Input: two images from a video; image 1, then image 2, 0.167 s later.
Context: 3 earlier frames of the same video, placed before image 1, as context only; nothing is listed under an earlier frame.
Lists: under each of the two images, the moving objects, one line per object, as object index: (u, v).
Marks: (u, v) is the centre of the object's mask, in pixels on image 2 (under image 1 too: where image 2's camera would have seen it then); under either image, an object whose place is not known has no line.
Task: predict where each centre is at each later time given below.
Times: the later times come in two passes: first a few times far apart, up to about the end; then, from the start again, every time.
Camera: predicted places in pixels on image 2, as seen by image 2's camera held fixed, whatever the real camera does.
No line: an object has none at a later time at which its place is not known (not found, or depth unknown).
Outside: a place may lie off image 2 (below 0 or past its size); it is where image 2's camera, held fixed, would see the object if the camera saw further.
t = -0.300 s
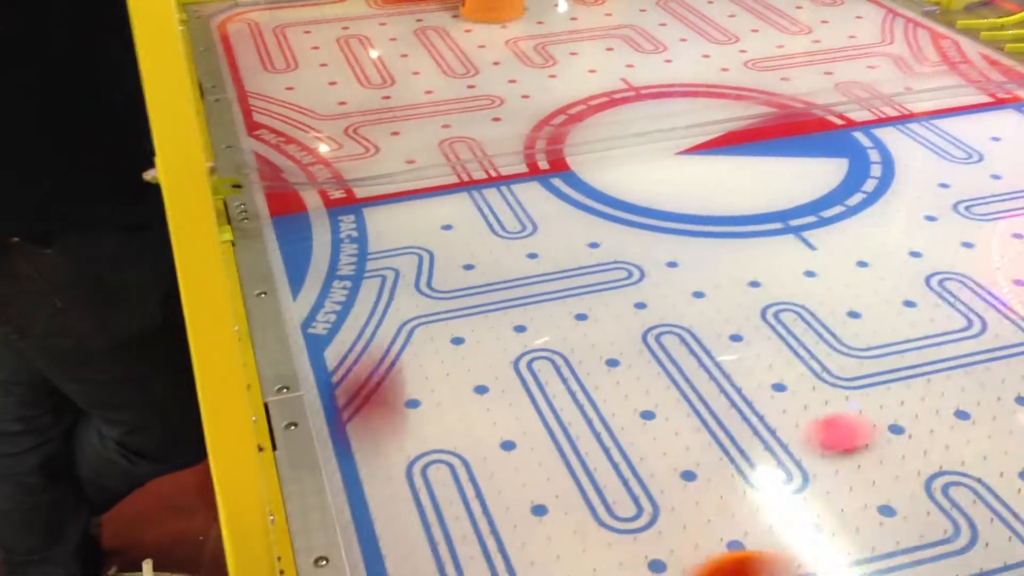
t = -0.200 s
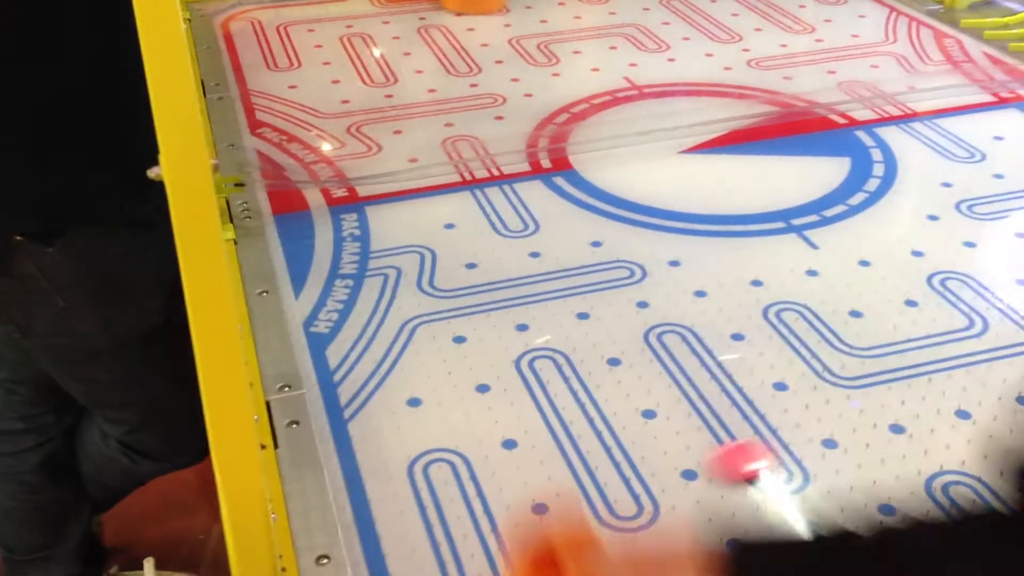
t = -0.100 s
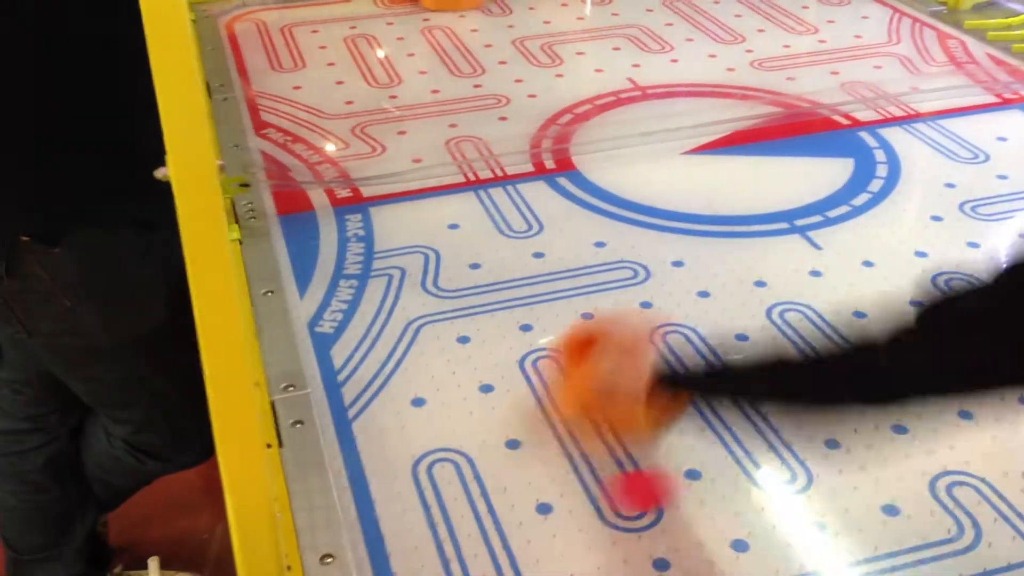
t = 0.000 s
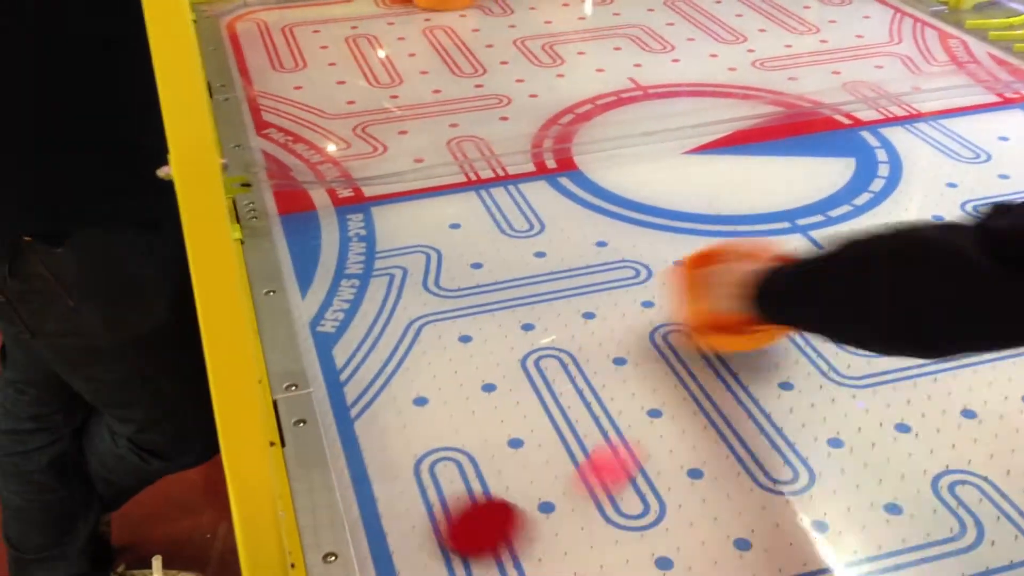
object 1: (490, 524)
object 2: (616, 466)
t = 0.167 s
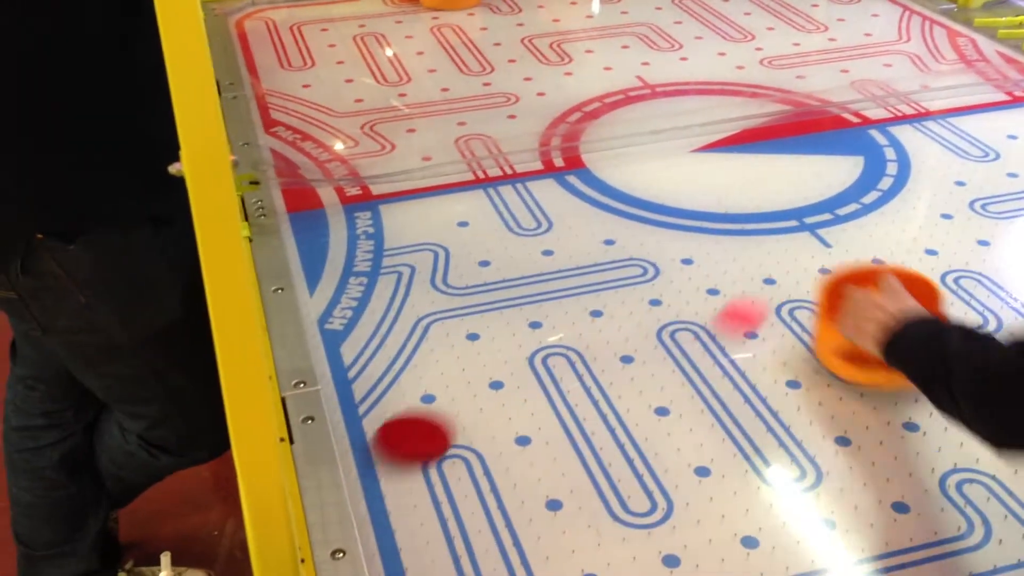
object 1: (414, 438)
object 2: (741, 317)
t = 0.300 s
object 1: (468, 372)
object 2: (817, 229)
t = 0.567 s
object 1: (553, 268)
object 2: (927, 106)
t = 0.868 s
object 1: (623, 181)
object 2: (897, 38)
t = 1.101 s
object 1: (665, 128)
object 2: (721, 27)
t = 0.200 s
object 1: (428, 421)
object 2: (762, 292)
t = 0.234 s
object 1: (443, 403)
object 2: (781, 270)
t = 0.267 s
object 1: (456, 387)
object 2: (799, 249)
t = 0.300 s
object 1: (468, 372)
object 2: (817, 229)
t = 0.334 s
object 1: (481, 358)
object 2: (835, 210)
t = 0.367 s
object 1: (492, 343)
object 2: (849, 192)
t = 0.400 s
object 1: (503, 330)
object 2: (864, 175)
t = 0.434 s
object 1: (514, 316)
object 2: (878, 160)
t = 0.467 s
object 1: (524, 304)
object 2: (890, 145)
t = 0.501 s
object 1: (534, 291)
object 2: (903, 132)
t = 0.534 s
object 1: (544, 279)
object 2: (916, 118)
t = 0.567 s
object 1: (553, 268)
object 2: (927, 106)
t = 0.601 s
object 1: (562, 257)
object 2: (937, 94)
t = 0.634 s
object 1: (571, 246)
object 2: (949, 79)
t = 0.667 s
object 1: (579, 236)
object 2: (958, 70)
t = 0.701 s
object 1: (587, 226)
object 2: (968, 59)
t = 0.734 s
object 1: (595, 216)
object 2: (980, 49)
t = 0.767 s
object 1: (603, 207)
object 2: (980, 42)
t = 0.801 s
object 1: (609, 198)
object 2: (950, 40)
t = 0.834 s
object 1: (616, 189)
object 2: (924, 39)
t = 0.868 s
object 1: (623, 181)
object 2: (897, 38)
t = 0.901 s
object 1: (629, 172)
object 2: (872, 36)
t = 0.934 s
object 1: (636, 164)
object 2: (845, 35)
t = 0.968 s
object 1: (642, 157)
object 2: (822, 33)
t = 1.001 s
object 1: (649, 150)
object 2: (795, 31)
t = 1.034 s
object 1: (654, 143)
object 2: (771, 31)
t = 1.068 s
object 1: (660, 135)
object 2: (748, 29)
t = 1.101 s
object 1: (665, 128)
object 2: (721, 27)
